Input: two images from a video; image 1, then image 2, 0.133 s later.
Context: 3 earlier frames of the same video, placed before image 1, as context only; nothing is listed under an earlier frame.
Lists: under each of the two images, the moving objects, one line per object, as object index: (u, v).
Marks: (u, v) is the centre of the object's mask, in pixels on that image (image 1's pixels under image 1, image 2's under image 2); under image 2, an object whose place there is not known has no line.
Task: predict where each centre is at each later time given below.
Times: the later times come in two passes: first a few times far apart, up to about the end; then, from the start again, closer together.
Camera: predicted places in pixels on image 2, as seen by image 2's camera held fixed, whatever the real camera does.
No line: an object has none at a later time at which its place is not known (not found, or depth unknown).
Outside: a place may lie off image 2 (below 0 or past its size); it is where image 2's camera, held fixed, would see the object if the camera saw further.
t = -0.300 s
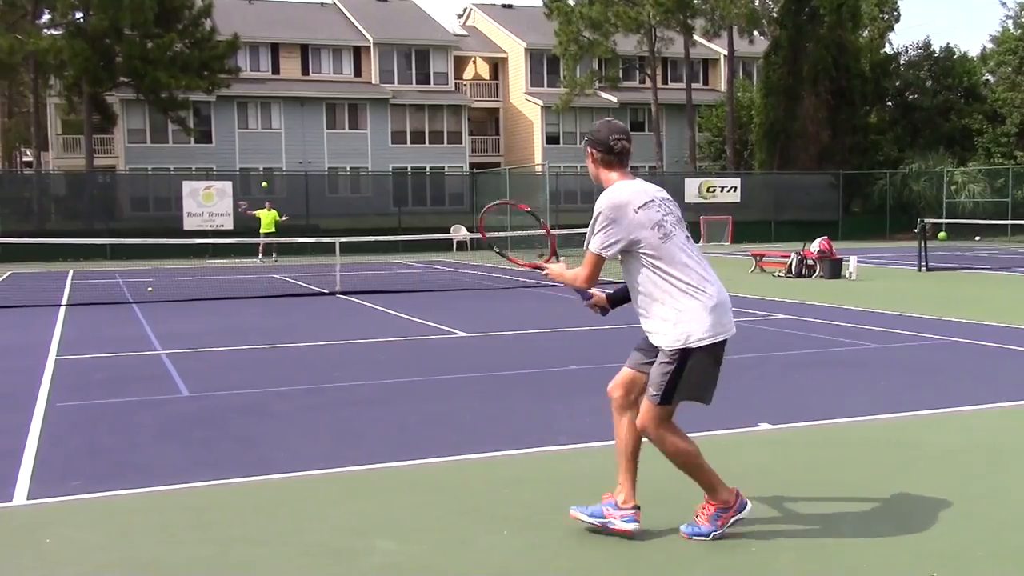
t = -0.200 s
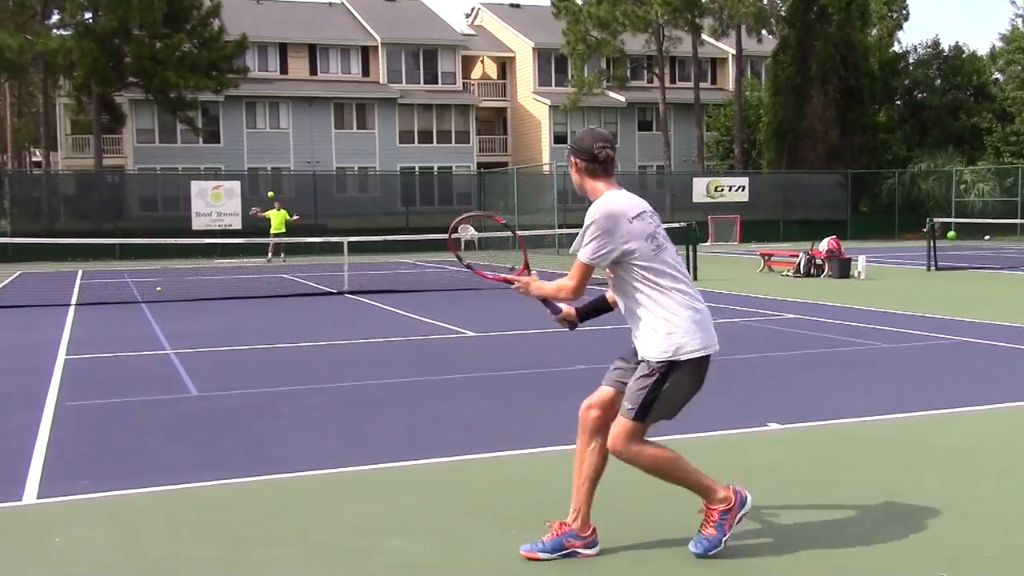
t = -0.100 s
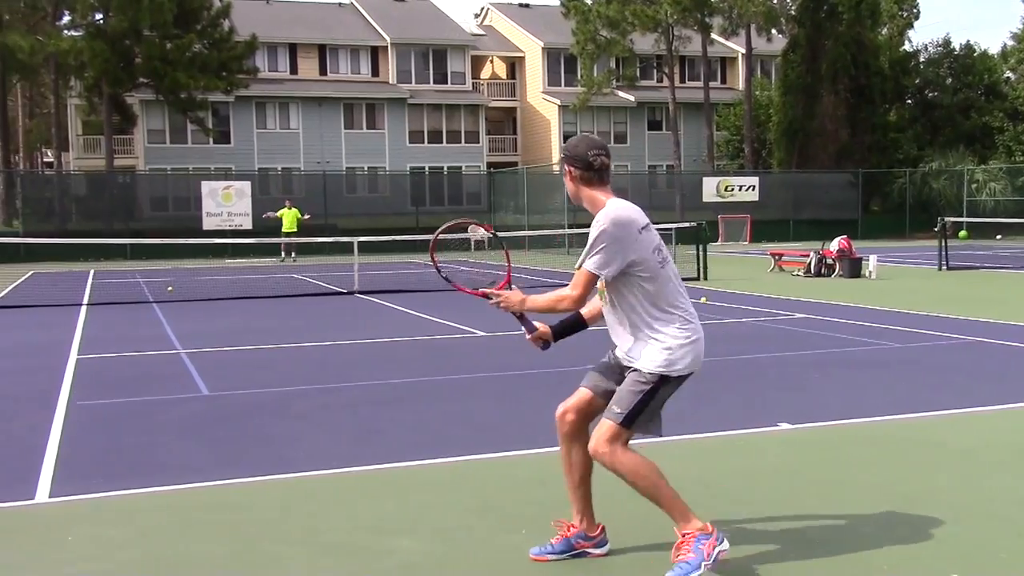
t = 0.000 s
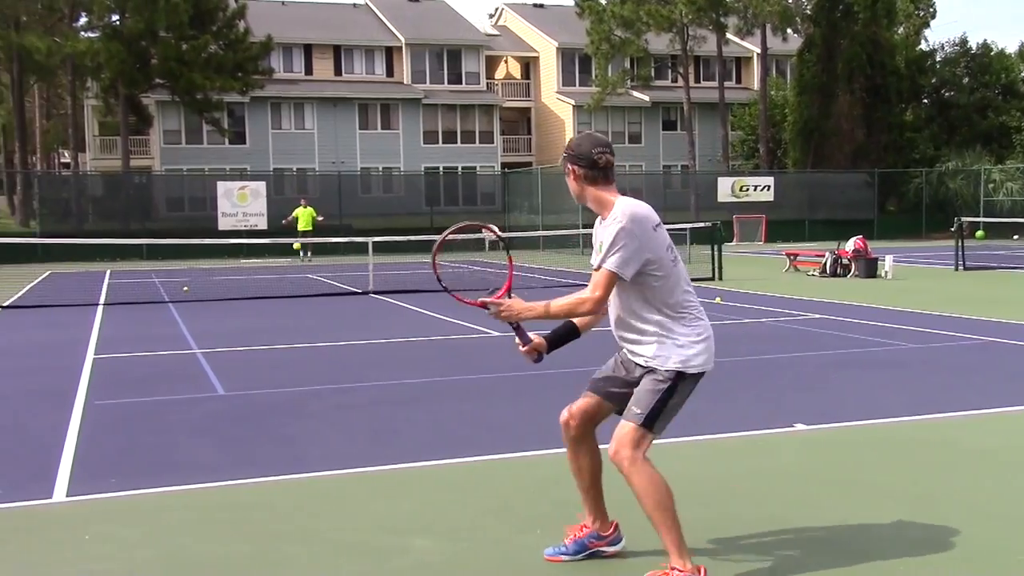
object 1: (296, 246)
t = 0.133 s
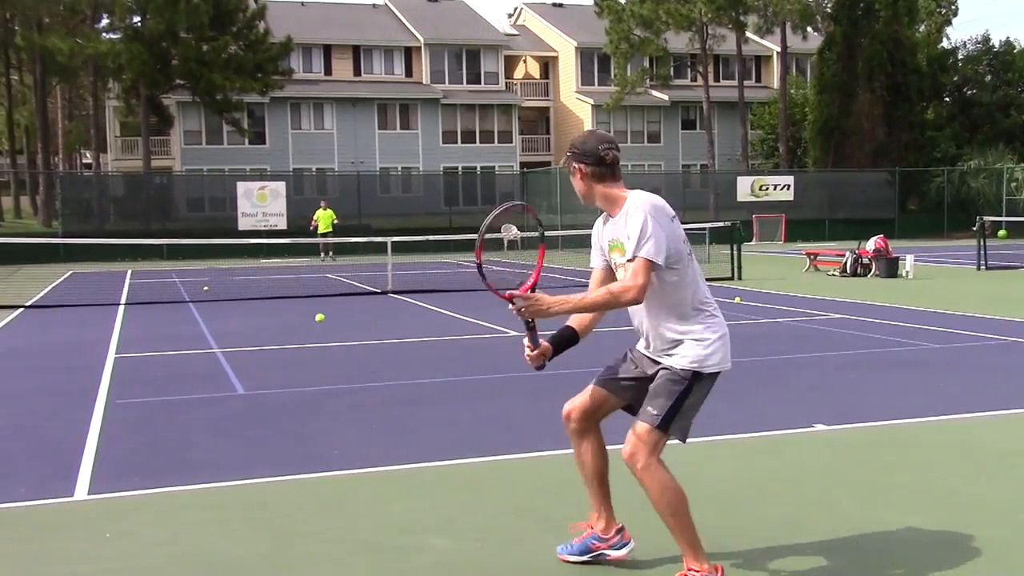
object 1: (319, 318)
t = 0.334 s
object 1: (335, 364)
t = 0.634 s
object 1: (387, 357)
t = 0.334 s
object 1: (335, 364)
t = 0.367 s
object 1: (339, 355)
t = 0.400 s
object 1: (343, 349)
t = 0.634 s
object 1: (387, 357)
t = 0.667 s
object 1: (397, 370)
